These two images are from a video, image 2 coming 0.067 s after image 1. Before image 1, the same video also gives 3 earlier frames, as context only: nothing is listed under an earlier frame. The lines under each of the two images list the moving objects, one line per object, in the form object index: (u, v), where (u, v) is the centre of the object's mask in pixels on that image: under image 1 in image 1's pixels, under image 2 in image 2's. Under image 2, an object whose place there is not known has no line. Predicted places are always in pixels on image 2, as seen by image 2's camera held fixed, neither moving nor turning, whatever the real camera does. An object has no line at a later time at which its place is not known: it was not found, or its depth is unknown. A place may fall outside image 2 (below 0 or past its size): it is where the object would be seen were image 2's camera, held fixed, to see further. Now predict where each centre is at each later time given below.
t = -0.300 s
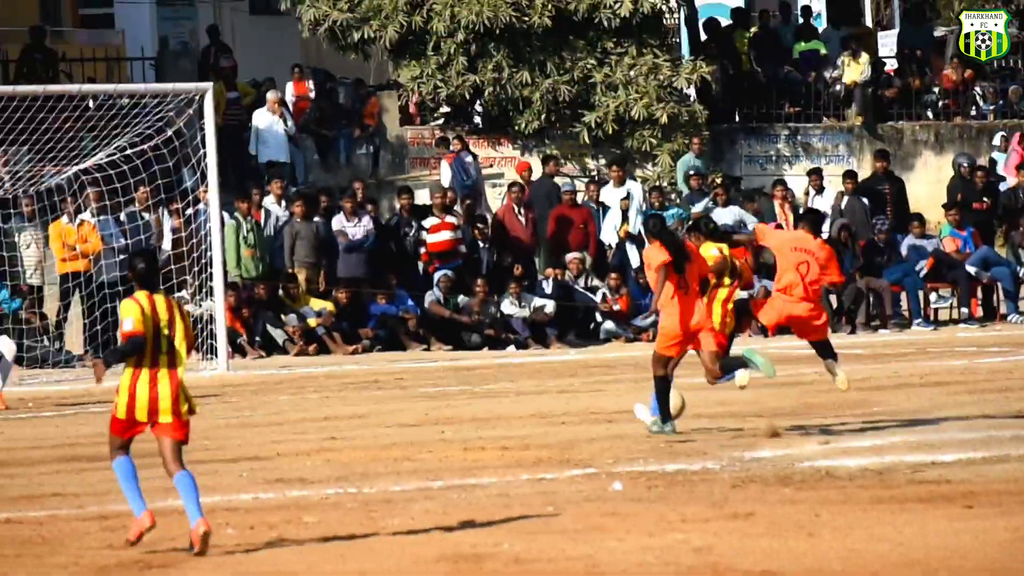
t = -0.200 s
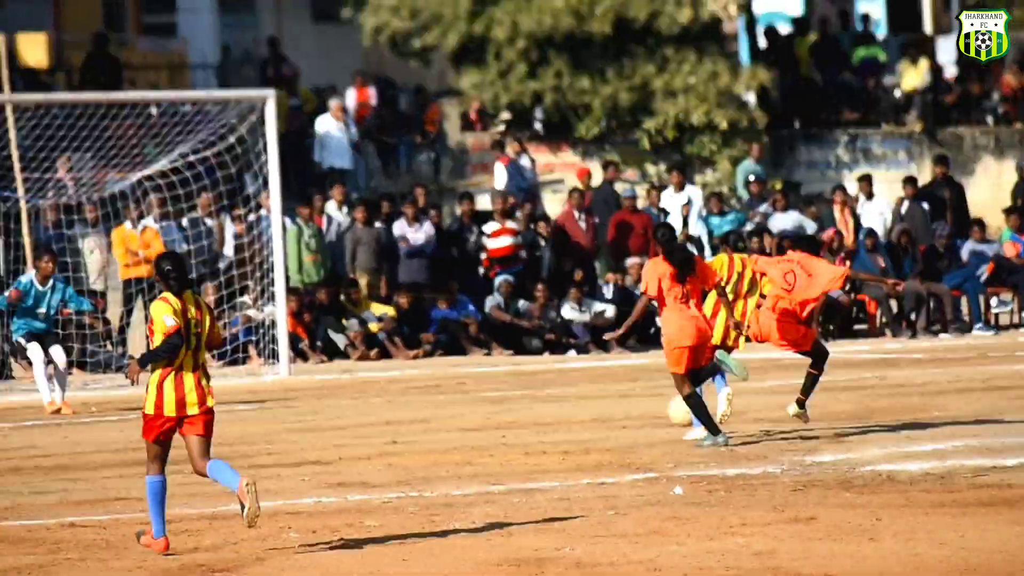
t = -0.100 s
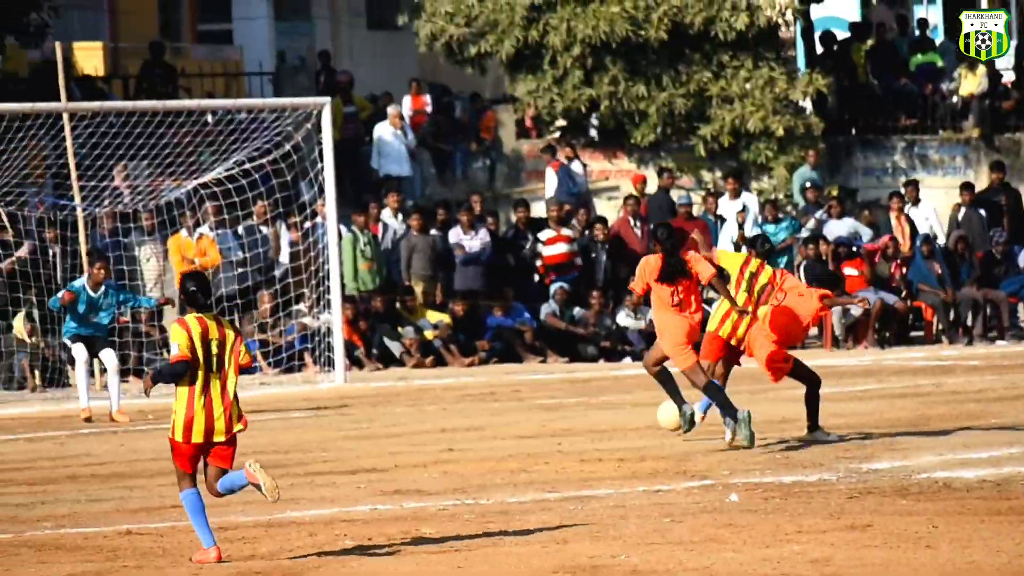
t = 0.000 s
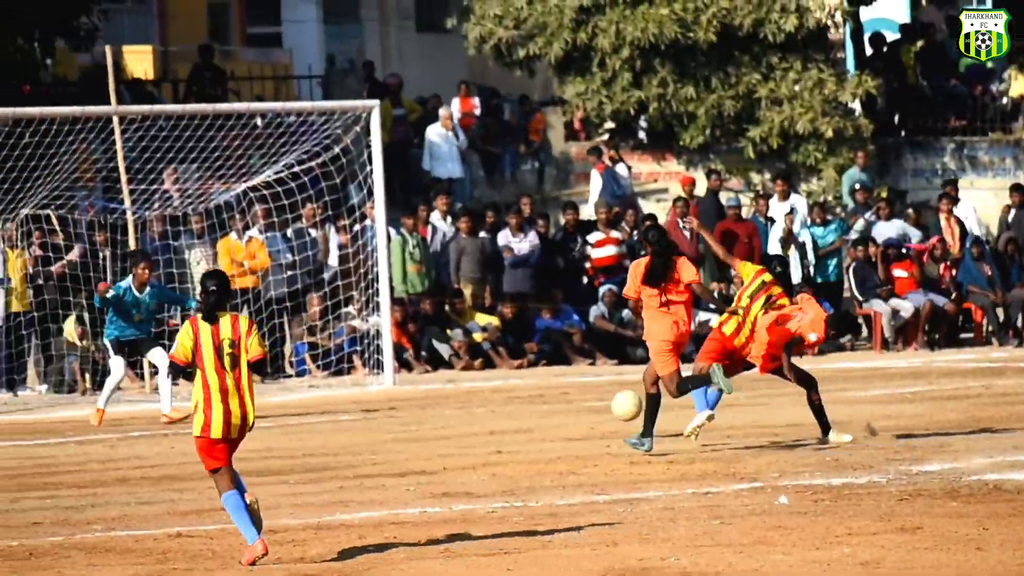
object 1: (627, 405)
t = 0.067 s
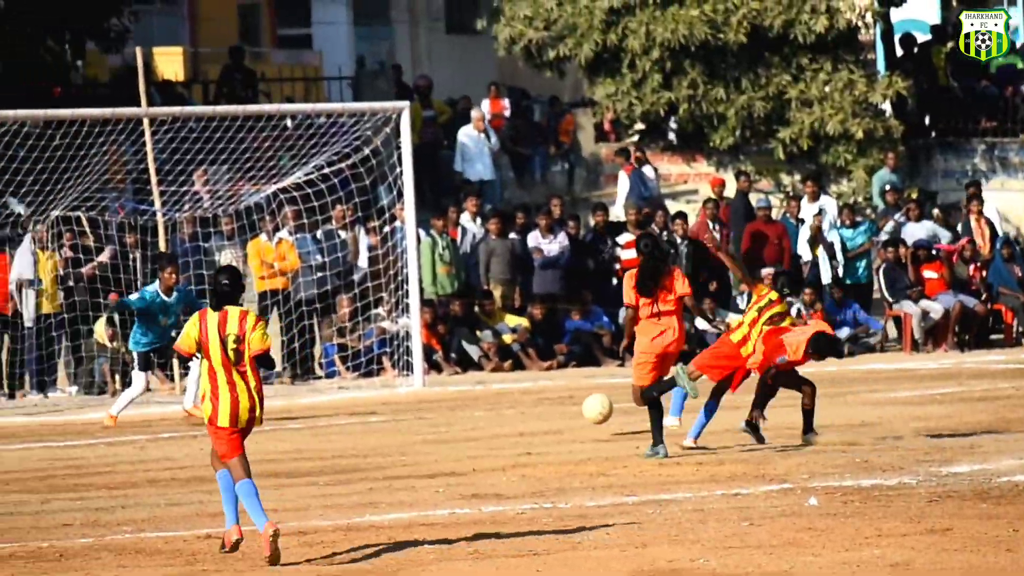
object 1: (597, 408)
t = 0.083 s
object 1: (582, 410)
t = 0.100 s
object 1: (567, 412)
